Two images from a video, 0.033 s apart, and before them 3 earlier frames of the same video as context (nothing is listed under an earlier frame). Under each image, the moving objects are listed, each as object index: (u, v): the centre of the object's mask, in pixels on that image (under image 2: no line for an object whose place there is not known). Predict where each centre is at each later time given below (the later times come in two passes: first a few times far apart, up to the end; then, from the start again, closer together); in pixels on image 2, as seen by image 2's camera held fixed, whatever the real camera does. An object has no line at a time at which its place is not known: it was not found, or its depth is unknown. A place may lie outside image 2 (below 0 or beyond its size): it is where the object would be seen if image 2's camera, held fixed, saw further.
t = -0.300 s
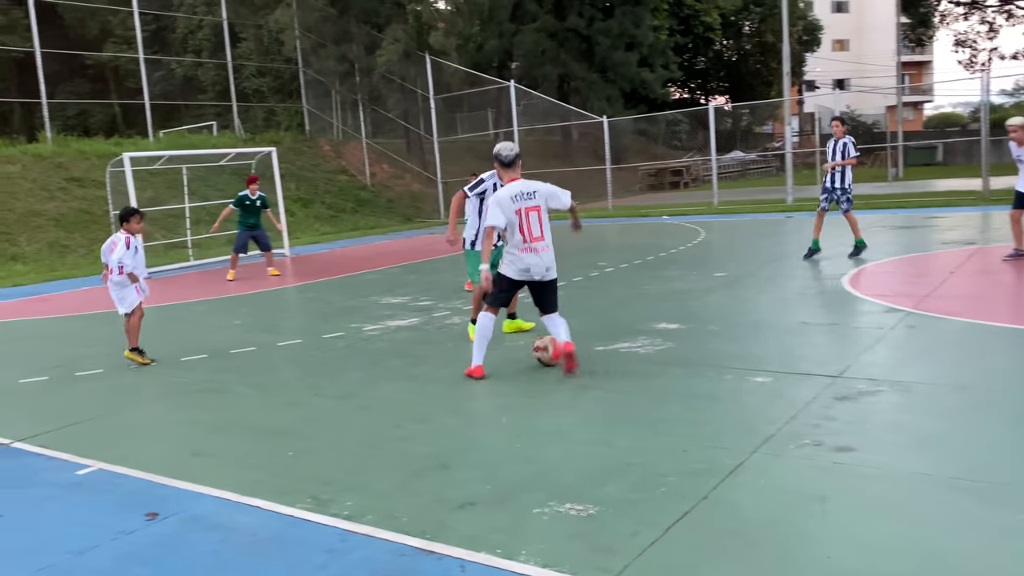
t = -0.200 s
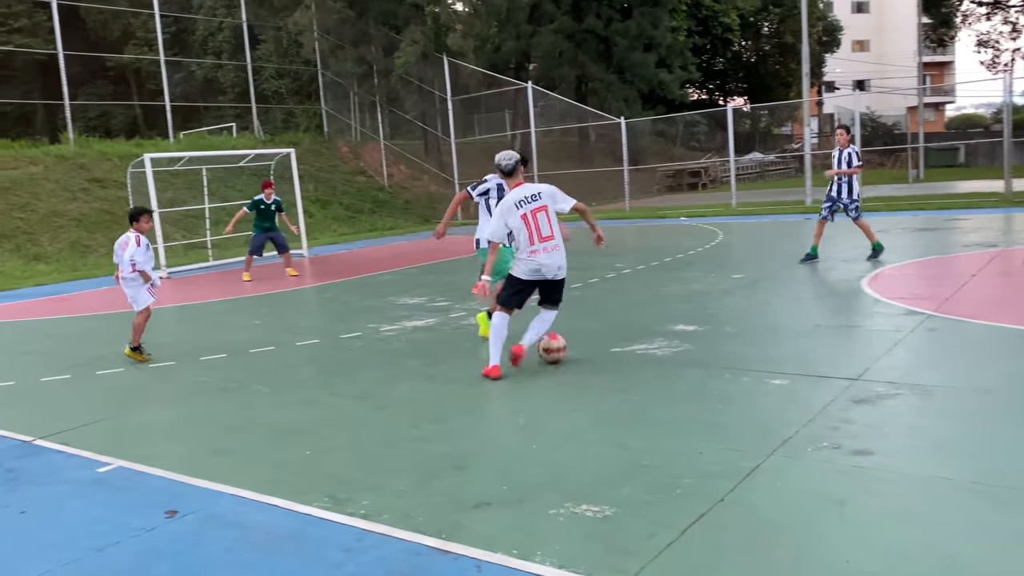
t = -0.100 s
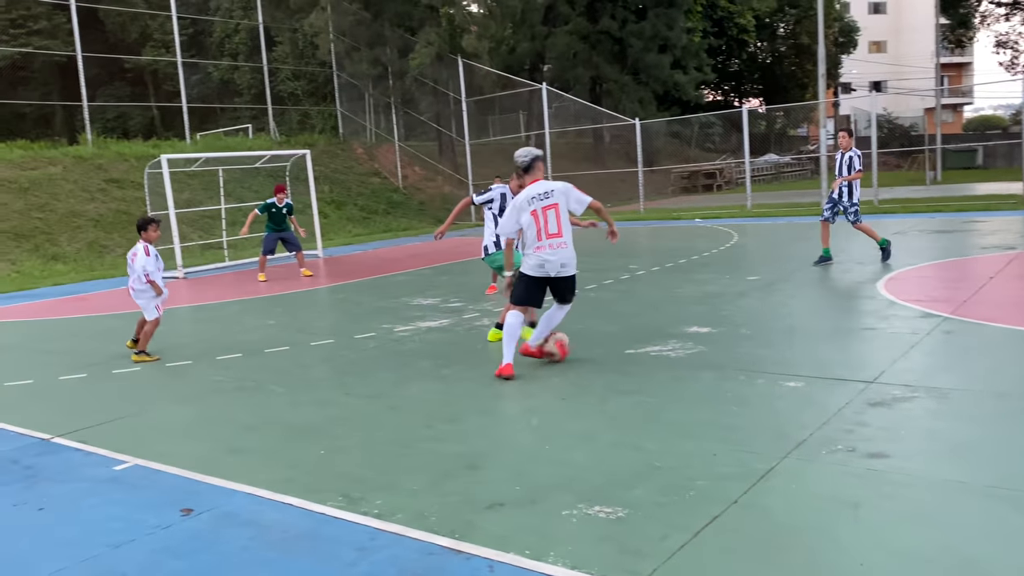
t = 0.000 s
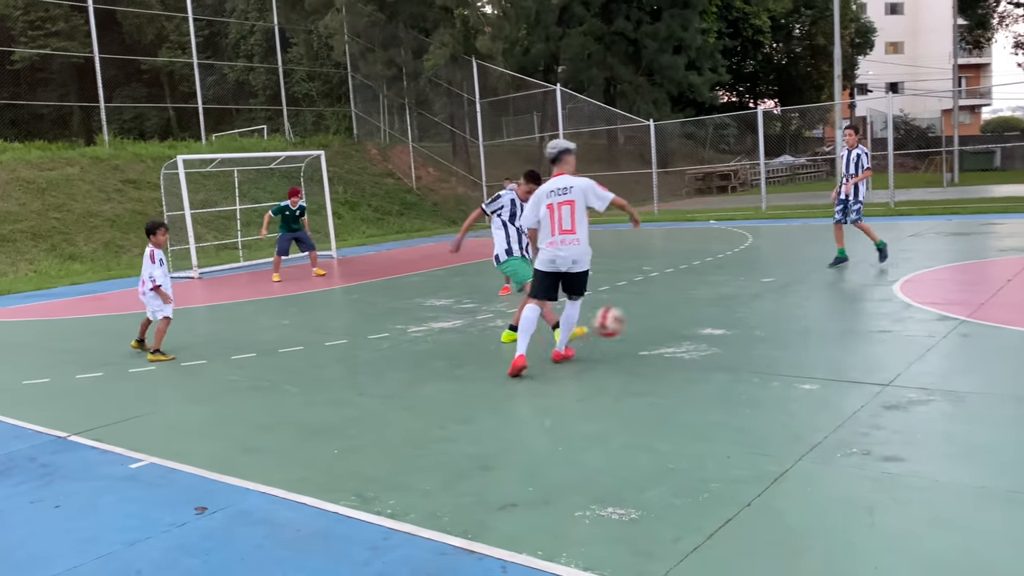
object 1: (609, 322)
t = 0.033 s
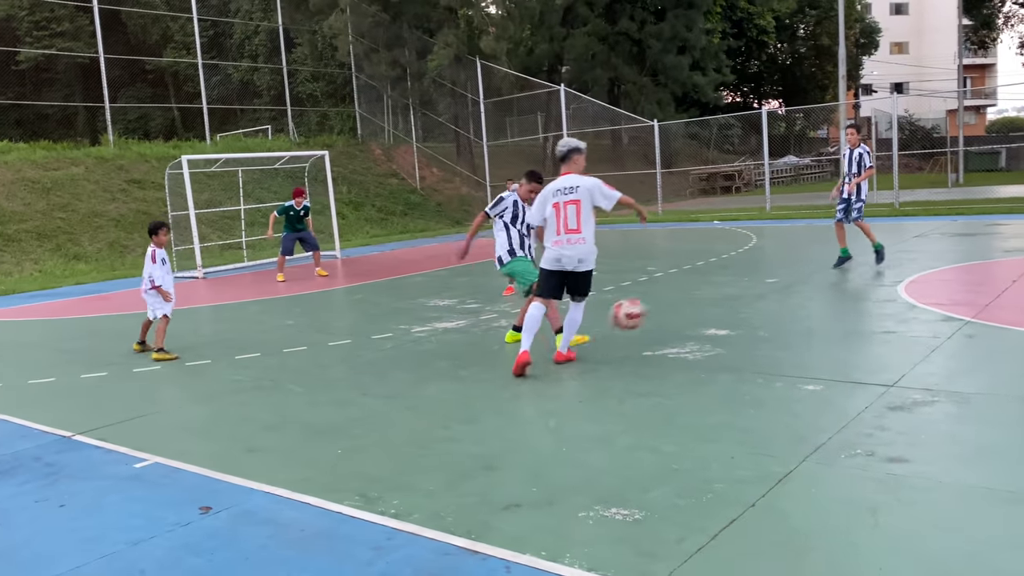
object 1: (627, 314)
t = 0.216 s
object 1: (731, 296)
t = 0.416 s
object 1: (888, 347)
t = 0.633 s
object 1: (1073, 429)
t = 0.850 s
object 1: (1285, 424)
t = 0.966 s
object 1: (1430, 486)
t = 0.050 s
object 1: (635, 310)
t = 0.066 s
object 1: (644, 307)
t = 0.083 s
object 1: (653, 304)
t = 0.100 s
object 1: (662, 302)
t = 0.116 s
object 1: (670, 300)
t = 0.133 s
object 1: (680, 298)
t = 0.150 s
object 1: (690, 297)
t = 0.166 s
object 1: (700, 296)
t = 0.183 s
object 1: (710, 296)
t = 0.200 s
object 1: (720, 296)
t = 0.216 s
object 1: (731, 296)
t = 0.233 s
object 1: (742, 297)
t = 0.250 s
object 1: (754, 298)
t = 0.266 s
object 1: (766, 300)
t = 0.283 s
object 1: (778, 303)
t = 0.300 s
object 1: (791, 306)
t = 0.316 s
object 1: (803, 309)
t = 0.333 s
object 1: (816, 313)
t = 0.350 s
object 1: (829, 319)
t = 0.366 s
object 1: (842, 324)
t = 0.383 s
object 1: (858, 331)
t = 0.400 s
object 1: (872, 338)
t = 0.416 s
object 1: (888, 347)
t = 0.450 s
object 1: (921, 365)
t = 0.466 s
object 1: (936, 375)
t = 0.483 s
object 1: (954, 386)
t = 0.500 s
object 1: (972, 398)
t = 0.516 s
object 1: (990, 410)
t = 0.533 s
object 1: (1009, 423)
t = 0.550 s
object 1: (1023, 439)
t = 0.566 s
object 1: (1035, 451)
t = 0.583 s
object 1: (1044, 444)
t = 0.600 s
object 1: (1054, 439)
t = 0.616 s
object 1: (1063, 434)
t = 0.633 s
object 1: (1073, 429)
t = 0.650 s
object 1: (1083, 427)
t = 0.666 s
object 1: (1095, 422)
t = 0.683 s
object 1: (1108, 419)
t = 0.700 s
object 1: (1120, 418)
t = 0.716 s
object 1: (1132, 415)
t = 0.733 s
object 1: (1148, 412)
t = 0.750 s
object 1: (1164, 412)
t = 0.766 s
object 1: (1180, 412)
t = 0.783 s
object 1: (1197, 412)
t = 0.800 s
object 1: (1217, 415)
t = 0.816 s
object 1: (1238, 417)
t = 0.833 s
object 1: (1259, 420)
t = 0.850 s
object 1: (1285, 424)
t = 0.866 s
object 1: (1302, 430)
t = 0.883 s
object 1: (1324, 437)
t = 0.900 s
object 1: (1346, 445)
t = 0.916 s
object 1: (1367, 453)
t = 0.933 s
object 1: (1389, 462)
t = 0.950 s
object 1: (1408, 474)
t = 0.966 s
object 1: (1430, 486)
